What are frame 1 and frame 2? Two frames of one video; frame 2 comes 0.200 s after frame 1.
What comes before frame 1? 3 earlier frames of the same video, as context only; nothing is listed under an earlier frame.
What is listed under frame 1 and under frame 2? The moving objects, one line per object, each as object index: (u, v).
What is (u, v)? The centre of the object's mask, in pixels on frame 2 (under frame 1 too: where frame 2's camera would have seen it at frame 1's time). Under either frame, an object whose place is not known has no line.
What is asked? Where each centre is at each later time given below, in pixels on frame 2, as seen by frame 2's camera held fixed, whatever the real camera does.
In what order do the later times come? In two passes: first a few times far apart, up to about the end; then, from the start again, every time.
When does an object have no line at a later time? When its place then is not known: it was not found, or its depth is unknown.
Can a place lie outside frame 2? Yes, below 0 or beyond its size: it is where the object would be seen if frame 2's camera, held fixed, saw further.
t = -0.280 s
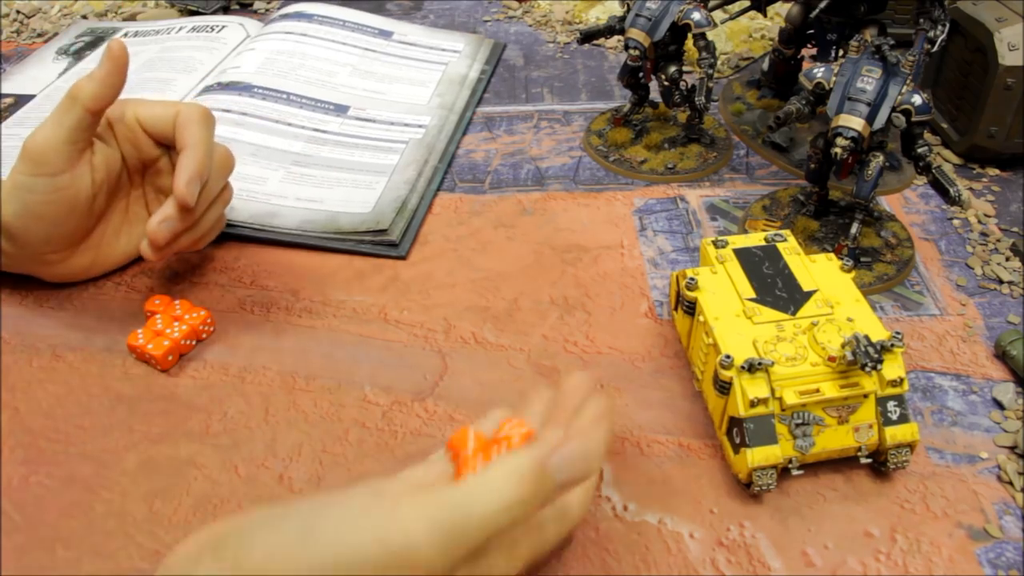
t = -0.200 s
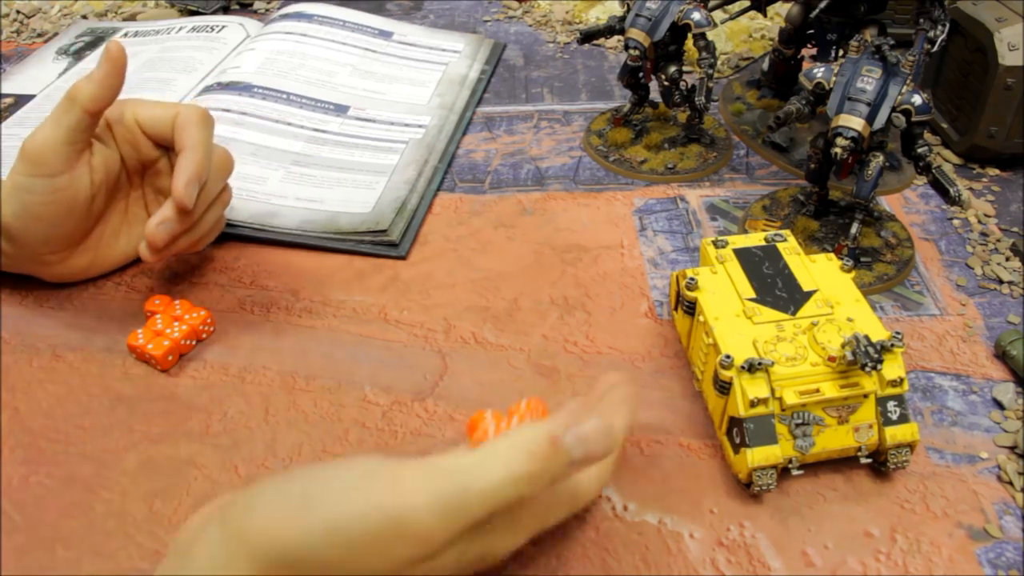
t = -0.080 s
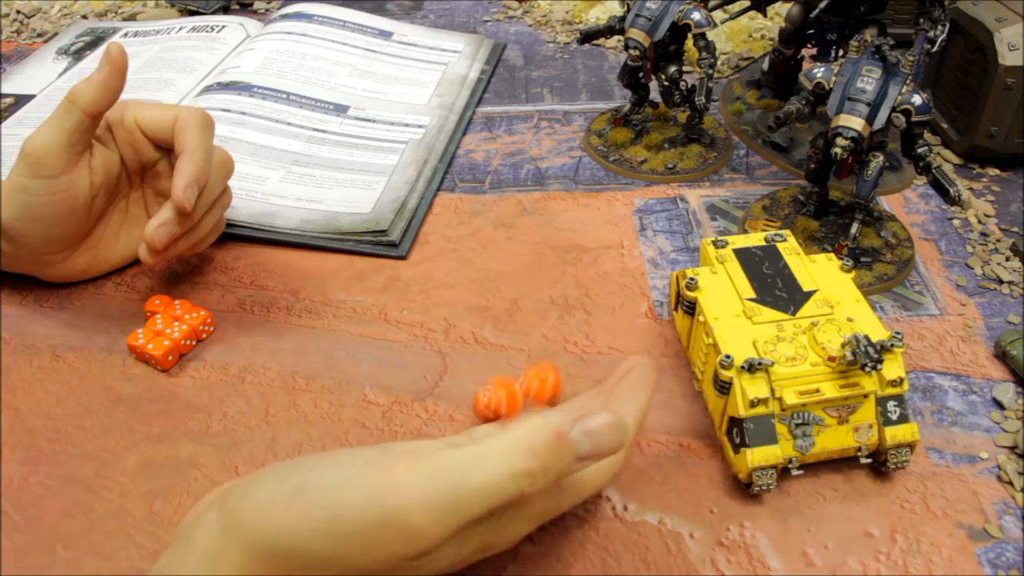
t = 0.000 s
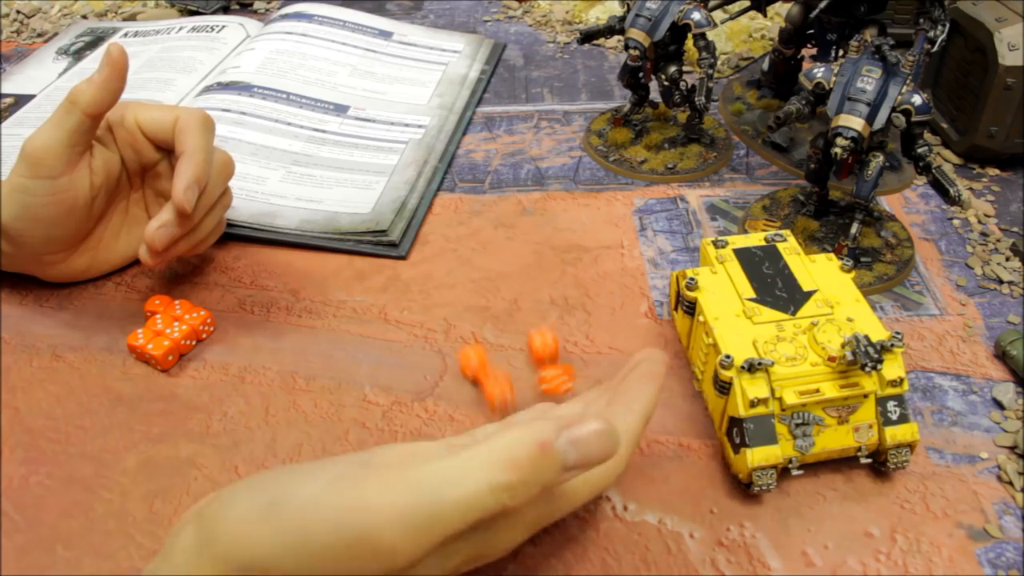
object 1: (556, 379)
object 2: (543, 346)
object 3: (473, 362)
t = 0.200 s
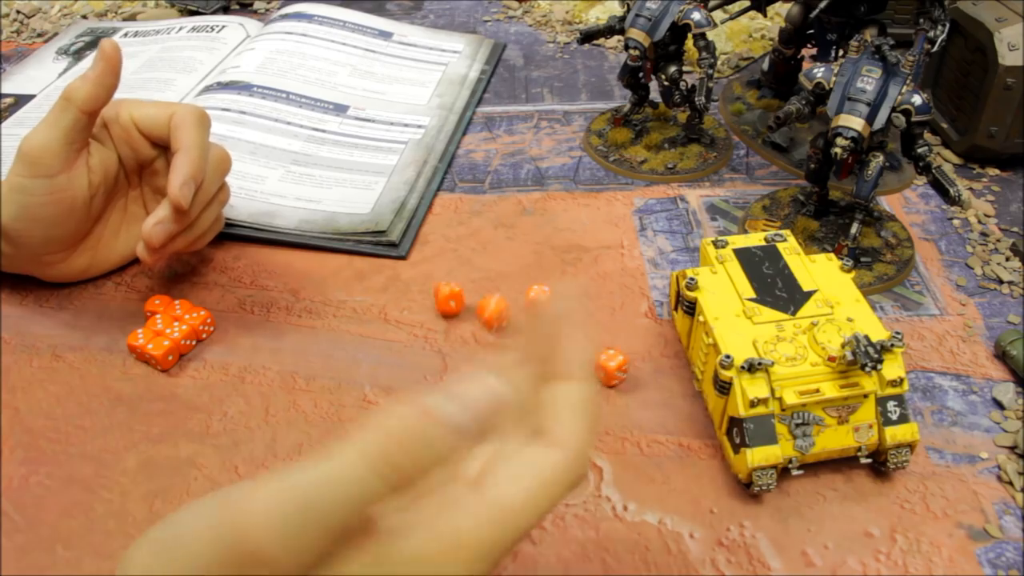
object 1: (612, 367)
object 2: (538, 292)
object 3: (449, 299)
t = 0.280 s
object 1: (615, 367)
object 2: (539, 301)
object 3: (442, 291)
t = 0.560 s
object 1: (616, 367)
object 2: (539, 301)
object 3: (435, 293)
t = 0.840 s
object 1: (615, 367)
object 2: (539, 301)
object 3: (435, 293)
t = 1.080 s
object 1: (616, 367)
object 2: (539, 301)
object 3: (435, 293)
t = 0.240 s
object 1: (615, 367)
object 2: (539, 301)
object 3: (447, 293)
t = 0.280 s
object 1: (615, 367)
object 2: (539, 301)
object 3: (442, 291)
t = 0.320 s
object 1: (616, 367)
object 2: (539, 301)
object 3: (438, 290)
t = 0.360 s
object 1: (616, 367)
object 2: (539, 301)
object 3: (435, 292)
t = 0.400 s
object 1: (616, 367)
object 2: (539, 301)
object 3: (435, 293)
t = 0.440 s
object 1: (616, 367)
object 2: (539, 301)
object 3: (435, 293)
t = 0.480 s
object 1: (616, 367)
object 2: (539, 301)
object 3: (435, 293)
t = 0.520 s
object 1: (616, 367)
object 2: (539, 301)
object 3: (435, 293)
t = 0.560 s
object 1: (616, 367)
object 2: (539, 301)
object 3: (435, 293)
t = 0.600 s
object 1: (615, 367)
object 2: (539, 301)
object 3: (435, 293)
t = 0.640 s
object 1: (616, 367)
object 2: (539, 301)
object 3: (435, 293)
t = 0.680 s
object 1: (616, 367)
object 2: (539, 301)
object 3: (435, 293)
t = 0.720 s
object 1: (616, 367)
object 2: (539, 301)
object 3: (435, 293)
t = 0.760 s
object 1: (615, 367)
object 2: (539, 301)
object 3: (435, 293)
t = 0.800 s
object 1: (615, 367)
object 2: (539, 301)
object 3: (435, 293)
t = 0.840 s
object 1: (615, 367)
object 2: (539, 301)
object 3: (435, 293)
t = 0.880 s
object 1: (616, 367)
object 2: (539, 301)
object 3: (435, 293)
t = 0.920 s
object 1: (616, 367)
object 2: (539, 301)
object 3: (435, 293)
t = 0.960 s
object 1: (615, 367)
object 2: (539, 301)
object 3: (435, 293)
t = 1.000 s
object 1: (615, 367)
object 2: (539, 301)
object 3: (435, 293)
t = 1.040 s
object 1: (615, 367)
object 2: (539, 301)
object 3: (435, 293)
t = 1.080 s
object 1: (616, 367)
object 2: (539, 301)
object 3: (435, 293)
